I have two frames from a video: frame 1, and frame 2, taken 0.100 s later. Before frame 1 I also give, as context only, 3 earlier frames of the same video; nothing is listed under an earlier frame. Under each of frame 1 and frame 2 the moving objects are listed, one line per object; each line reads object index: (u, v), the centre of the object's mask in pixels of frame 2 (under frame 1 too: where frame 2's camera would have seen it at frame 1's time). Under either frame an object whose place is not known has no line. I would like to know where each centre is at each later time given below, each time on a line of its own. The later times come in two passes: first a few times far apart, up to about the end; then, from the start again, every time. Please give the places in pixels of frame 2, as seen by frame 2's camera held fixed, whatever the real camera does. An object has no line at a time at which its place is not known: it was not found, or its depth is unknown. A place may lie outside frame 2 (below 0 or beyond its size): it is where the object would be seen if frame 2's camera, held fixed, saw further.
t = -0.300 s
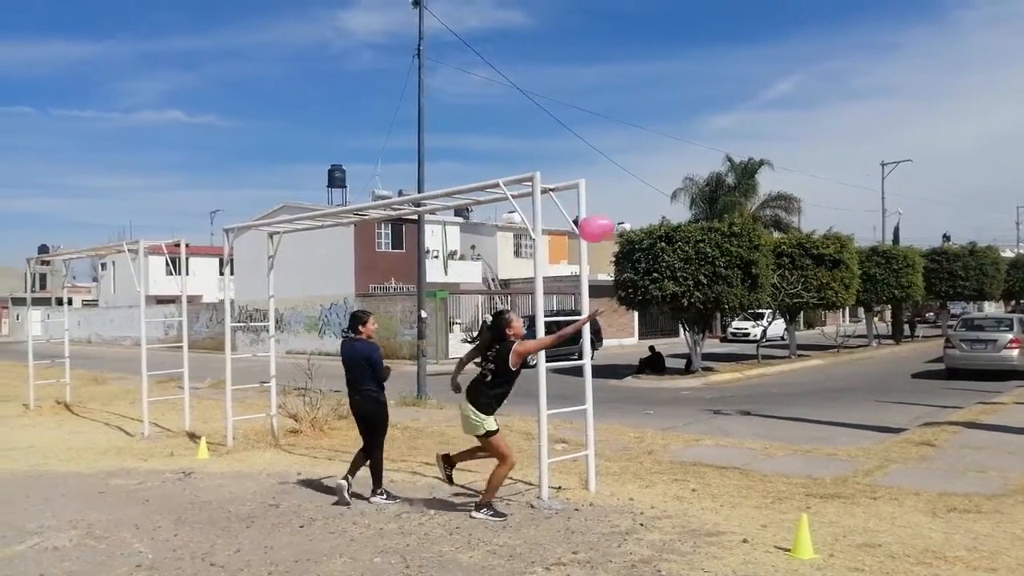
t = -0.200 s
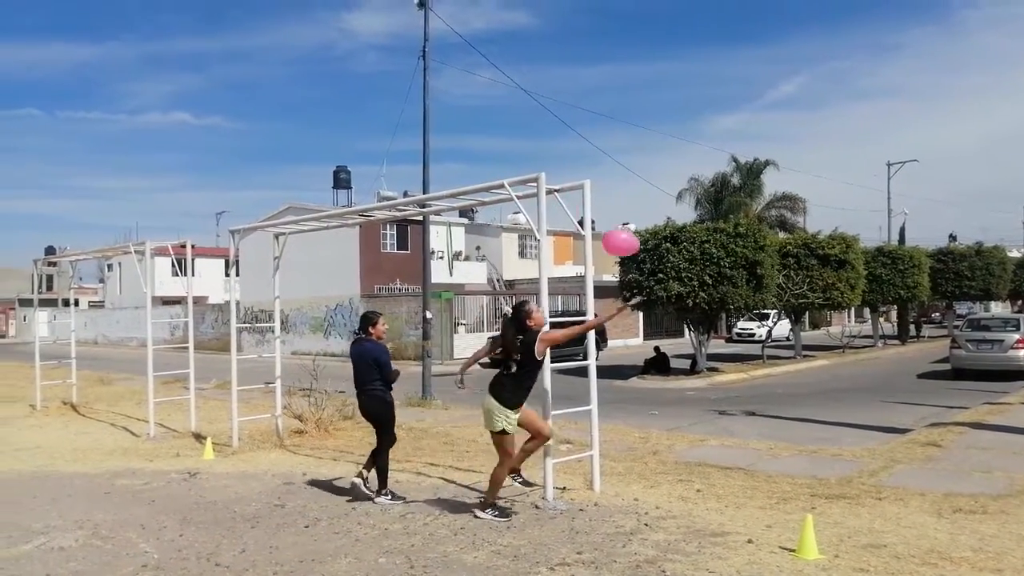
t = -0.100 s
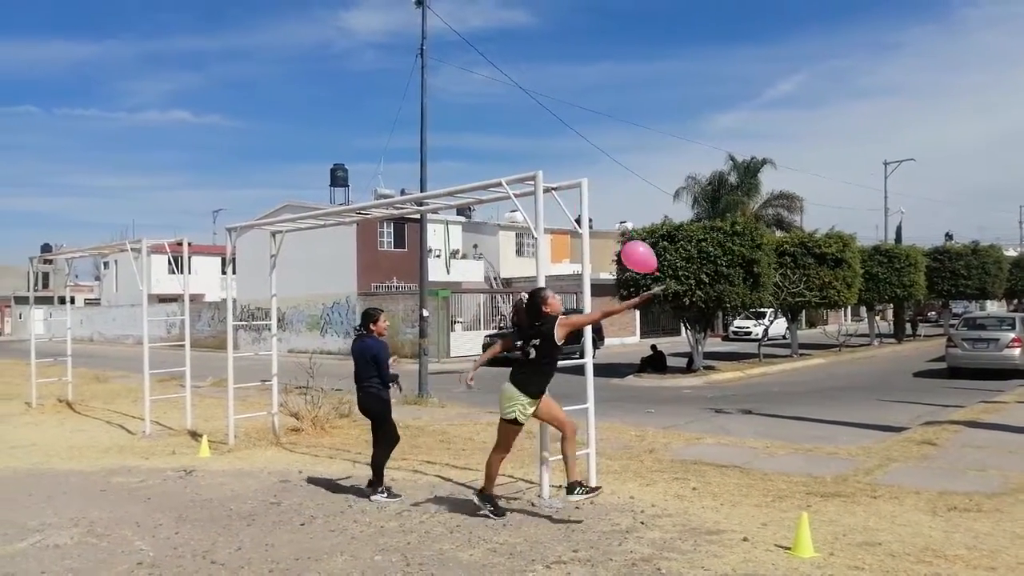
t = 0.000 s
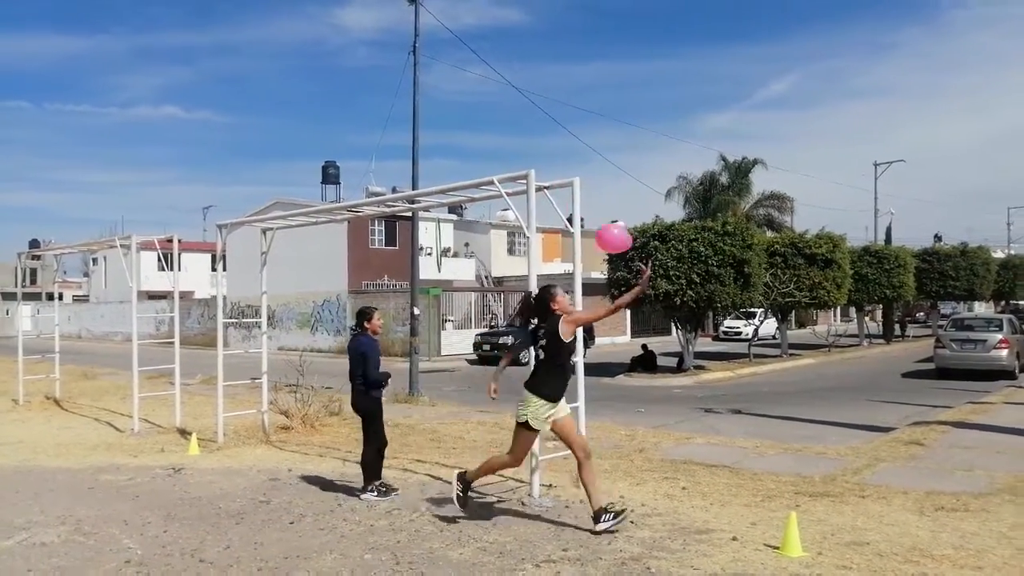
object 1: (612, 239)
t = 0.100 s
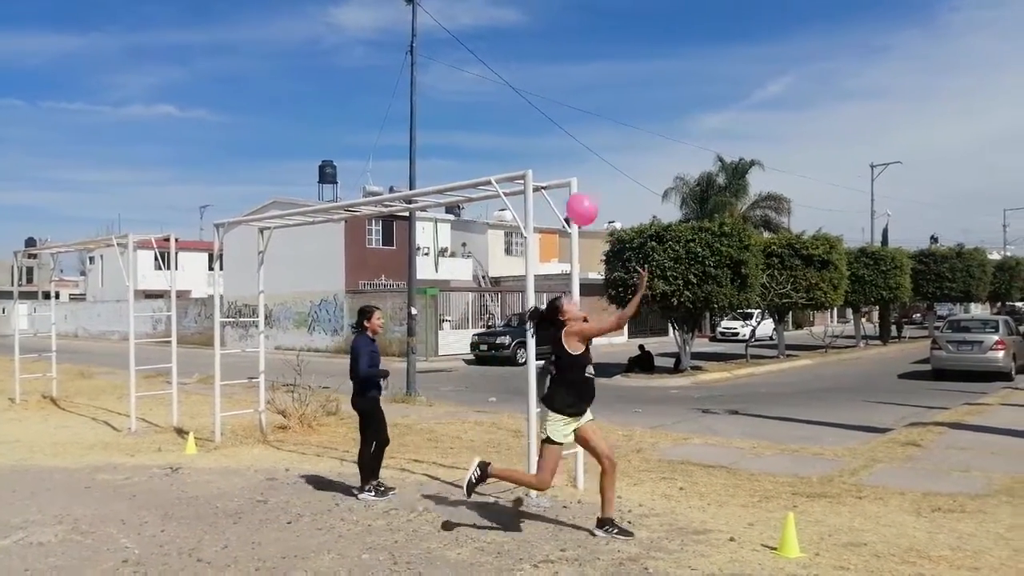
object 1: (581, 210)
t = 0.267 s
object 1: (561, 180)
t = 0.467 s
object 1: (578, 175)
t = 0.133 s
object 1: (576, 201)
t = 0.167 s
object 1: (571, 193)
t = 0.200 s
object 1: (566, 188)
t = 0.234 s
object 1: (562, 183)
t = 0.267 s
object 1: (561, 180)
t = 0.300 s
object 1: (561, 178)
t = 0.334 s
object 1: (563, 176)
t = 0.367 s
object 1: (566, 175)
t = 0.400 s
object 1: (570, 175)
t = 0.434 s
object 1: (573, 175)
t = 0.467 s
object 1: (578, 175)
